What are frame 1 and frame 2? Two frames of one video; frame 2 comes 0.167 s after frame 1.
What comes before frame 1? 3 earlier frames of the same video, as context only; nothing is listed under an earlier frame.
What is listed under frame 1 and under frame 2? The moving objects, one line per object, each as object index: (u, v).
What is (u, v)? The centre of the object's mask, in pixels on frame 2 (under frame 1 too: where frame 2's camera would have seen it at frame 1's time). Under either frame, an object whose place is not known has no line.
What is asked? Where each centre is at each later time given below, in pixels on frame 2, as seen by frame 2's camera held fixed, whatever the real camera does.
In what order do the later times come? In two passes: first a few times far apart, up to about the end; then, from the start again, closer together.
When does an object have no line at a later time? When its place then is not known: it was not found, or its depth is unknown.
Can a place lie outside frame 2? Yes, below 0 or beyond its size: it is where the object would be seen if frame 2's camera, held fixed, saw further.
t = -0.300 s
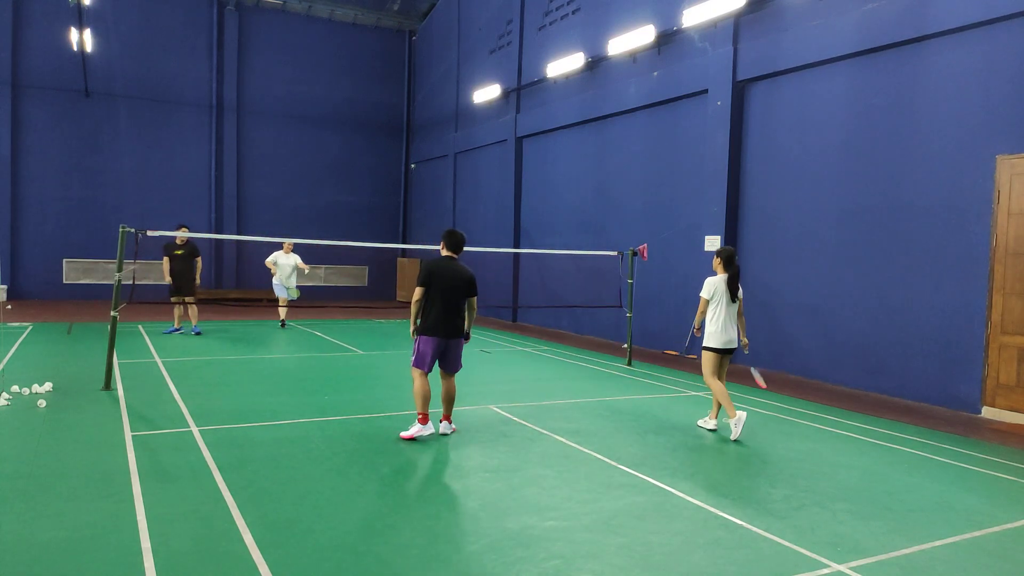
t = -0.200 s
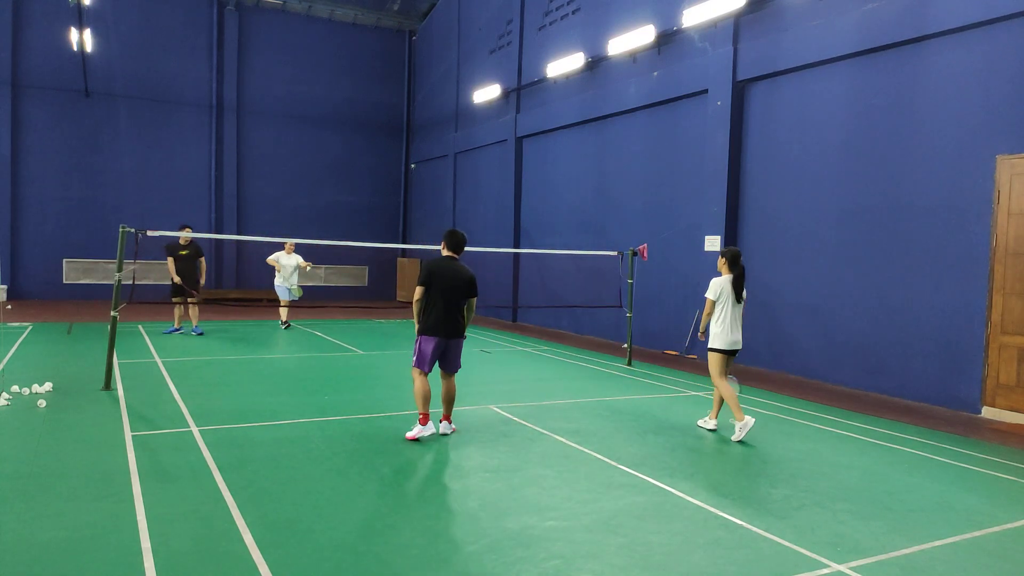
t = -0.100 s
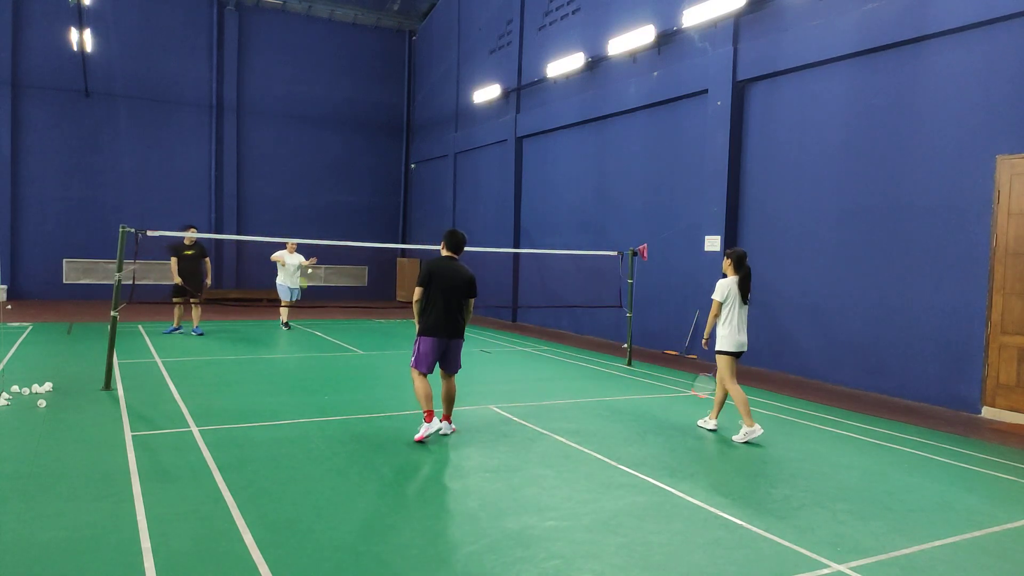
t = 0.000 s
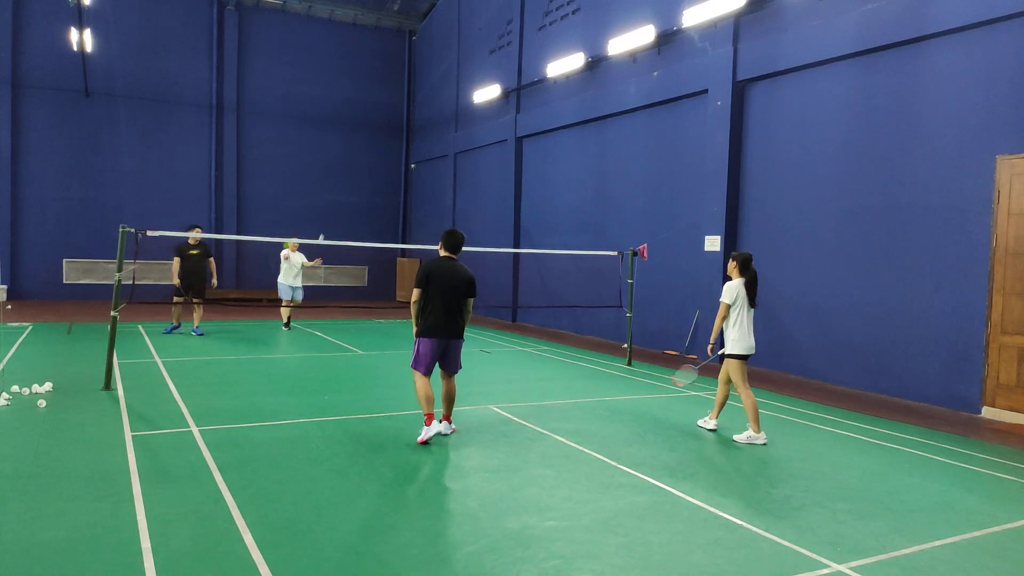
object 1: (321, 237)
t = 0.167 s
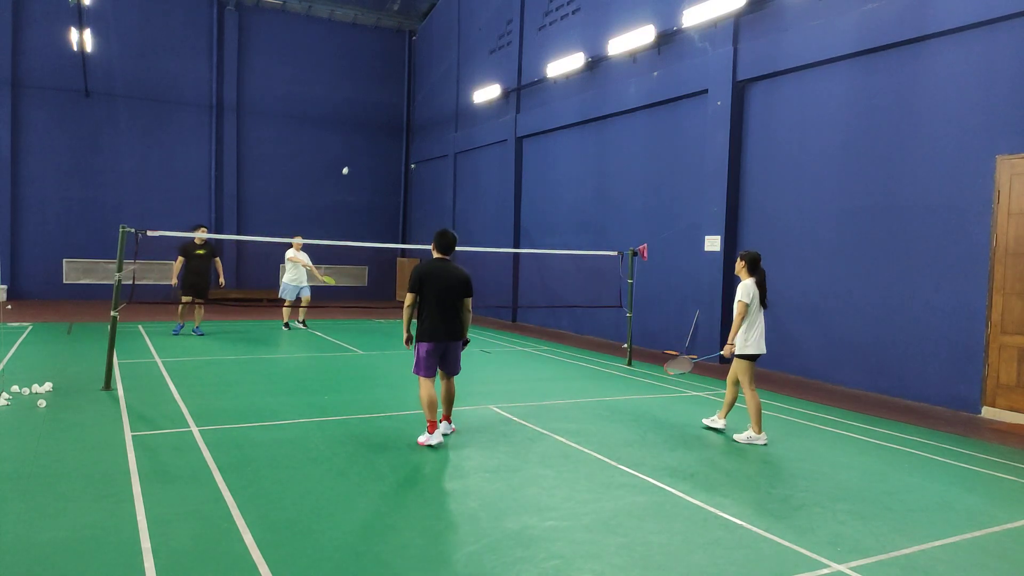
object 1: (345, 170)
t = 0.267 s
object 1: (358, 142)
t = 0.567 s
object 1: (392, 102)
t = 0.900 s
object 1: (421, 154)
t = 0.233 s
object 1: (354, 150)
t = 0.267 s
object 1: (358, 142)
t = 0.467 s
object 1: (382, 107)
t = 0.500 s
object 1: (385, 105)
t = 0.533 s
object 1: (389, 103)
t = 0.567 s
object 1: (392, 102)
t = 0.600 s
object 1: (395, 102)
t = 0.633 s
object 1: (399, 104)
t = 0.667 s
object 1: (402, 106)
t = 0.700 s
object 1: (405, 109)
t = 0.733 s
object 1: (408, 114)
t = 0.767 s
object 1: (411, 119)
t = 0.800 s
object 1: (414, 126)
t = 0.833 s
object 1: (416, 134)
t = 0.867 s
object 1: (419, 143)
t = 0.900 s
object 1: (421, 154)
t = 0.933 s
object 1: (424, 166)
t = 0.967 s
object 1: (425, 179)
